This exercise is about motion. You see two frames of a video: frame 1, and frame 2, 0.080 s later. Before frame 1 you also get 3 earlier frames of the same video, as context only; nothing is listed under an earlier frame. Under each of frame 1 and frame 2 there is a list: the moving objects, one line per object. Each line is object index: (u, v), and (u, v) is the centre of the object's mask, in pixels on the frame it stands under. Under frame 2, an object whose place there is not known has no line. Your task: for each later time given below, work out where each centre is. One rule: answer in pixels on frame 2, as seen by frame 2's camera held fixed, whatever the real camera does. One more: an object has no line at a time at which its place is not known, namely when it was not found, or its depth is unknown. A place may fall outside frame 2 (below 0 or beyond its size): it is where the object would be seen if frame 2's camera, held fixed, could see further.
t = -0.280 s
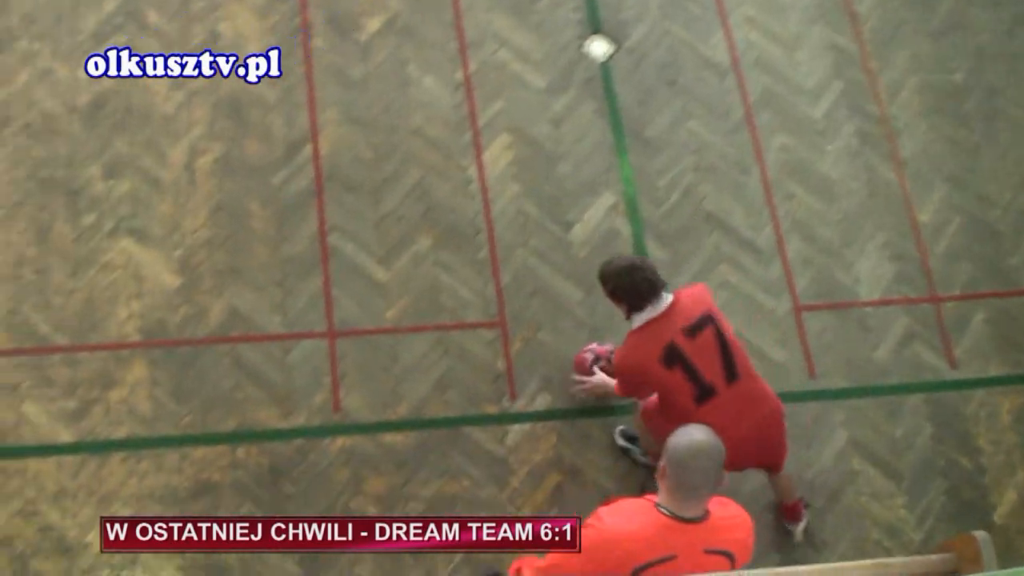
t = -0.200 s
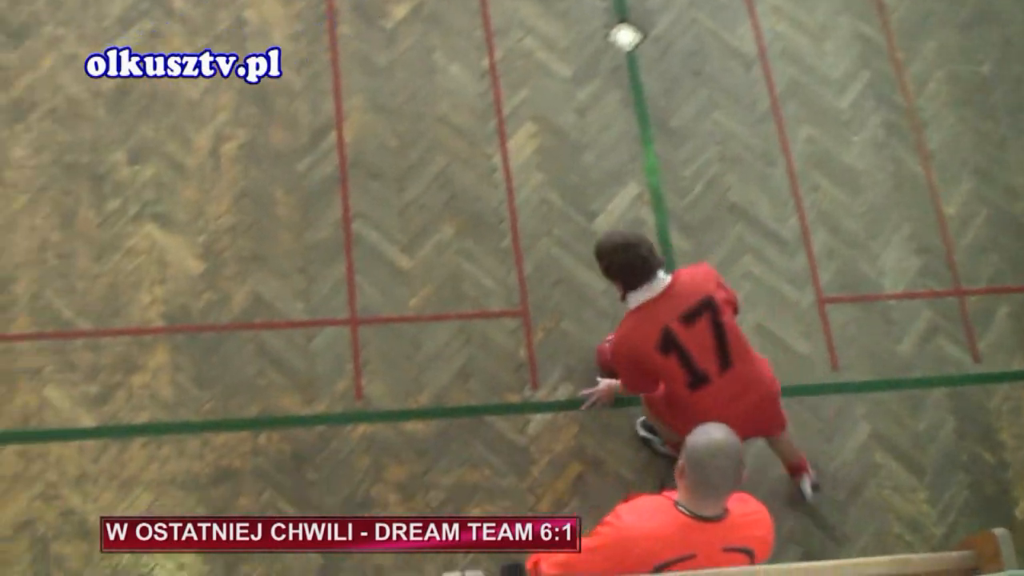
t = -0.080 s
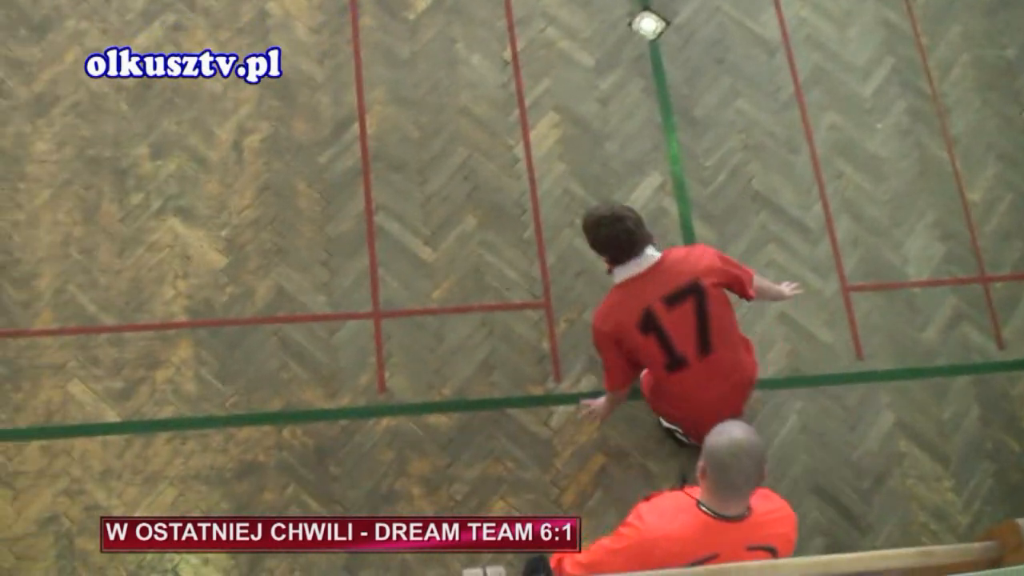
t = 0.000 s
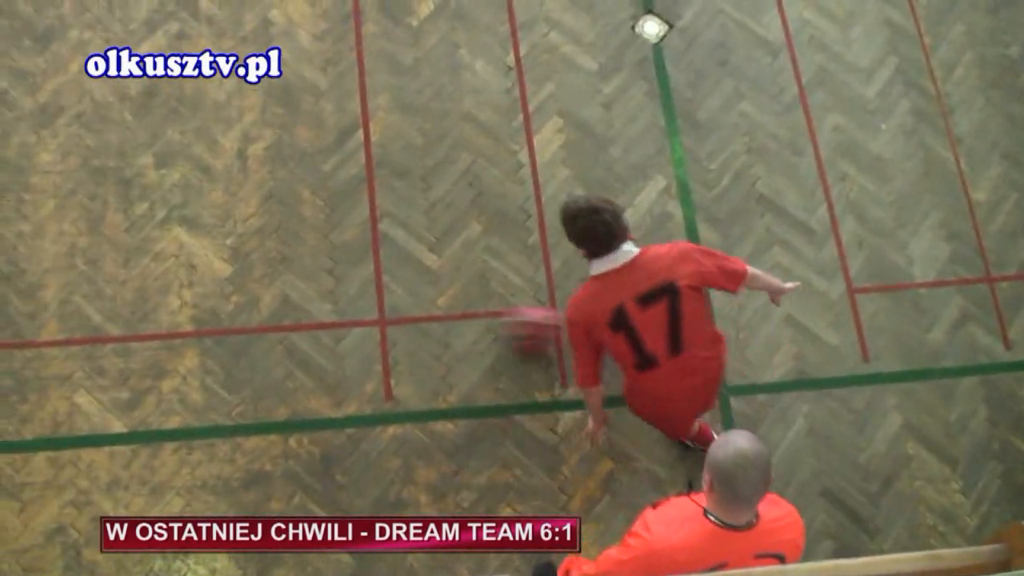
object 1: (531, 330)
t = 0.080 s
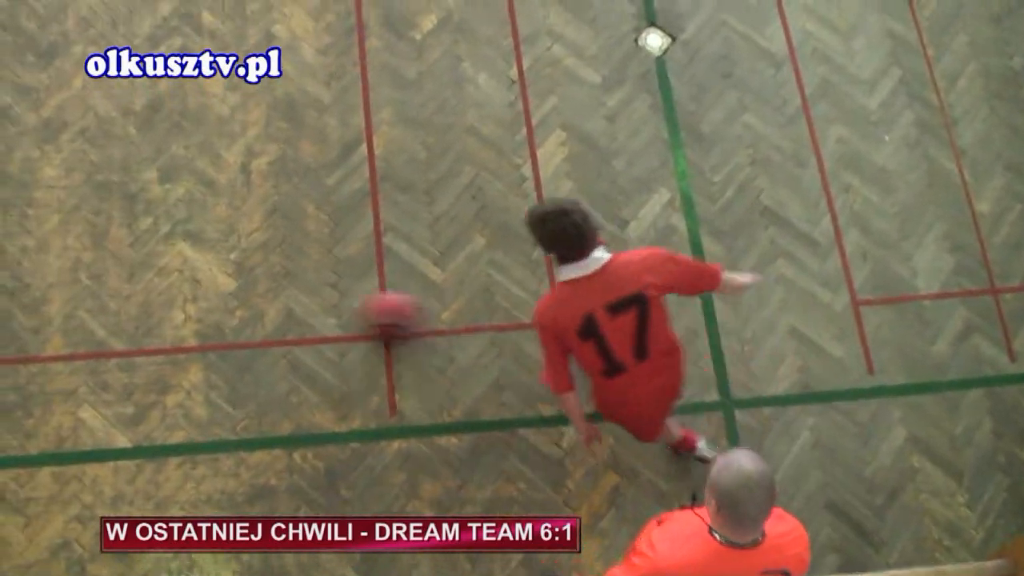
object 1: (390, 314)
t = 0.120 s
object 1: (318, 302)
